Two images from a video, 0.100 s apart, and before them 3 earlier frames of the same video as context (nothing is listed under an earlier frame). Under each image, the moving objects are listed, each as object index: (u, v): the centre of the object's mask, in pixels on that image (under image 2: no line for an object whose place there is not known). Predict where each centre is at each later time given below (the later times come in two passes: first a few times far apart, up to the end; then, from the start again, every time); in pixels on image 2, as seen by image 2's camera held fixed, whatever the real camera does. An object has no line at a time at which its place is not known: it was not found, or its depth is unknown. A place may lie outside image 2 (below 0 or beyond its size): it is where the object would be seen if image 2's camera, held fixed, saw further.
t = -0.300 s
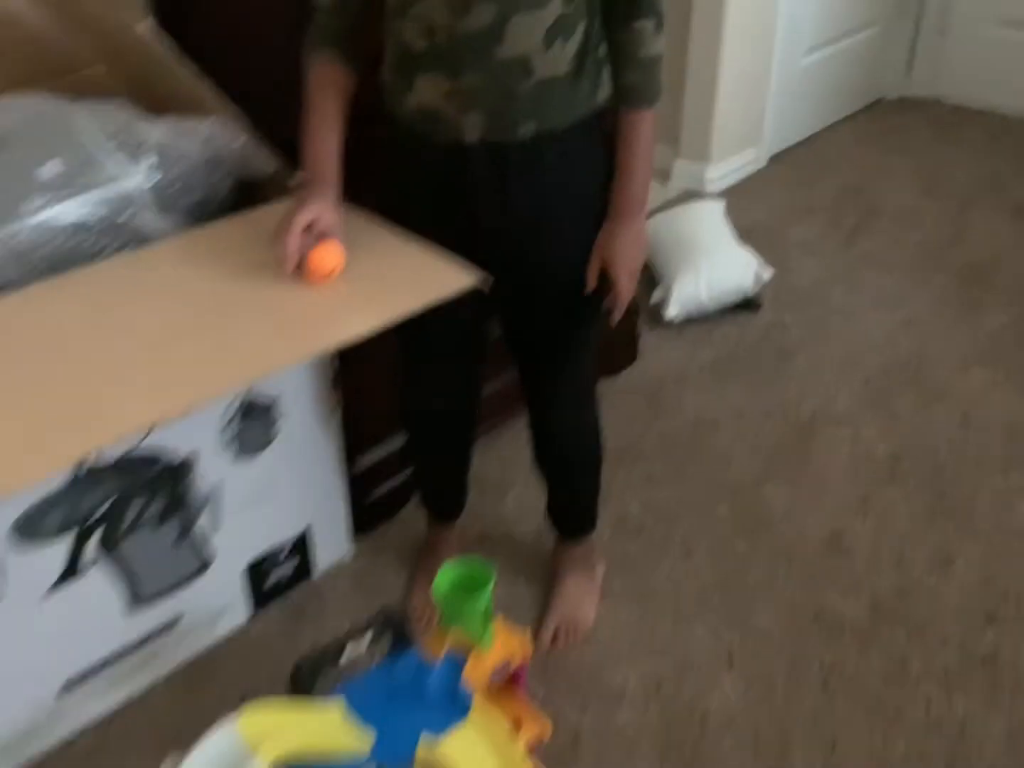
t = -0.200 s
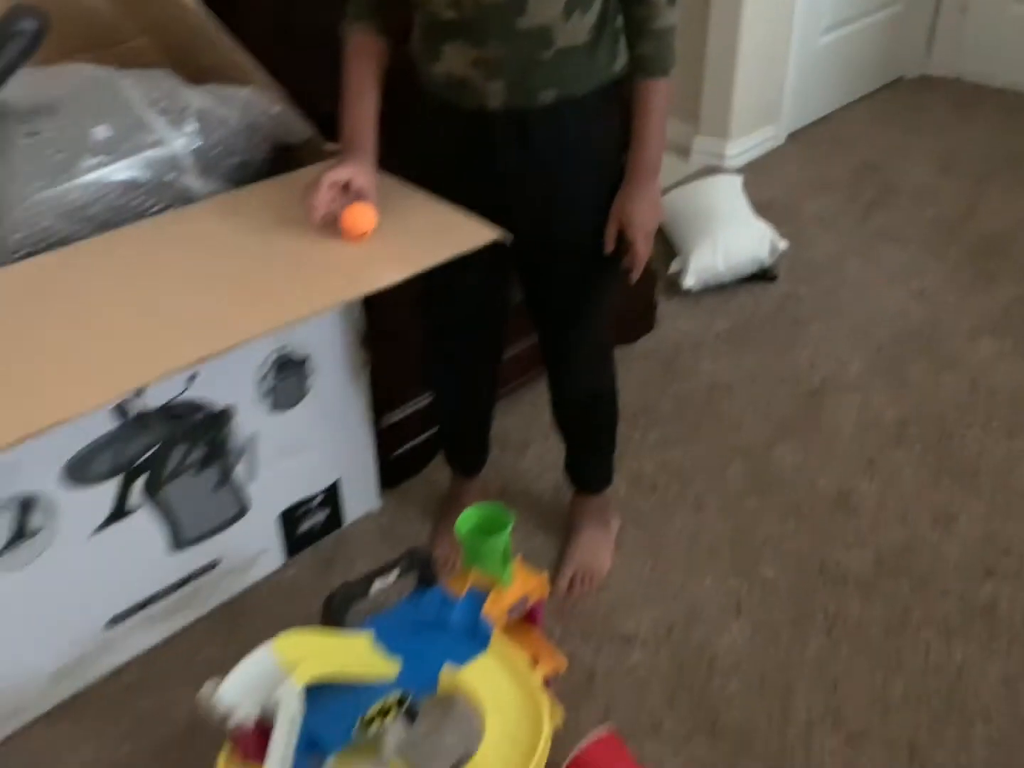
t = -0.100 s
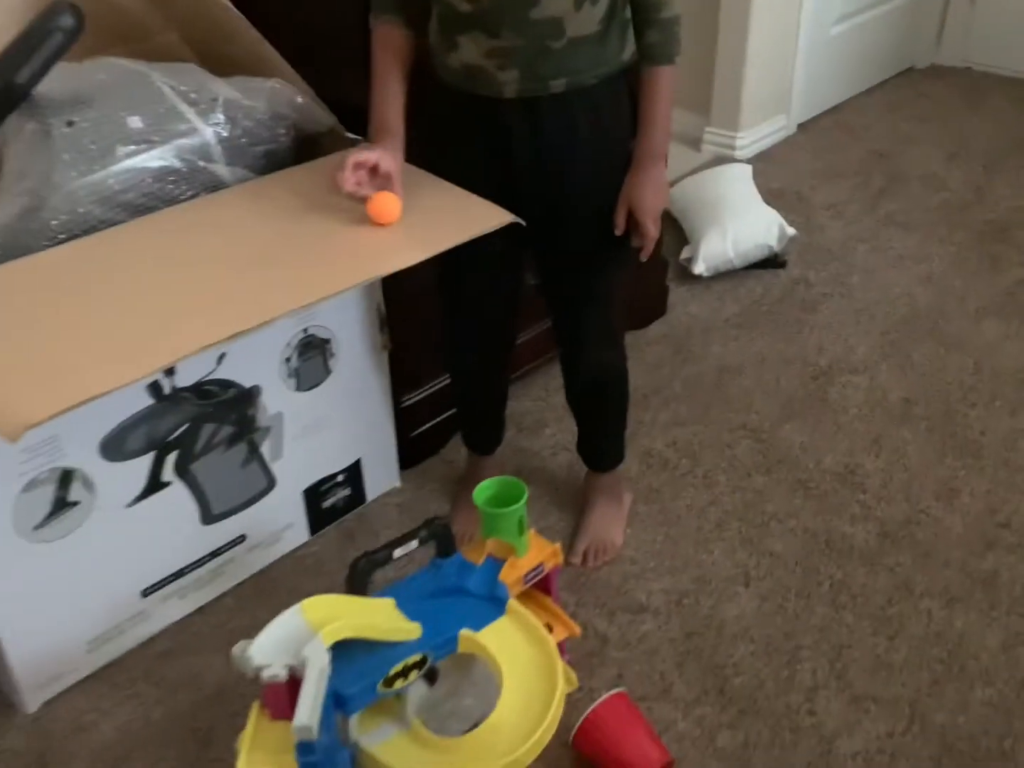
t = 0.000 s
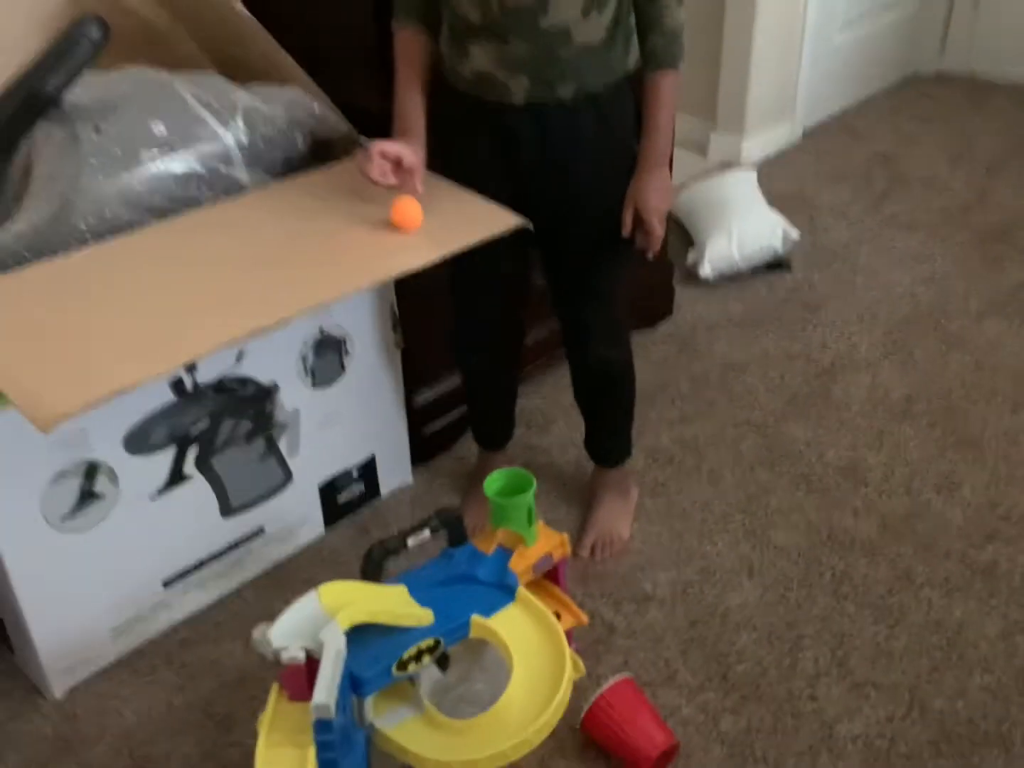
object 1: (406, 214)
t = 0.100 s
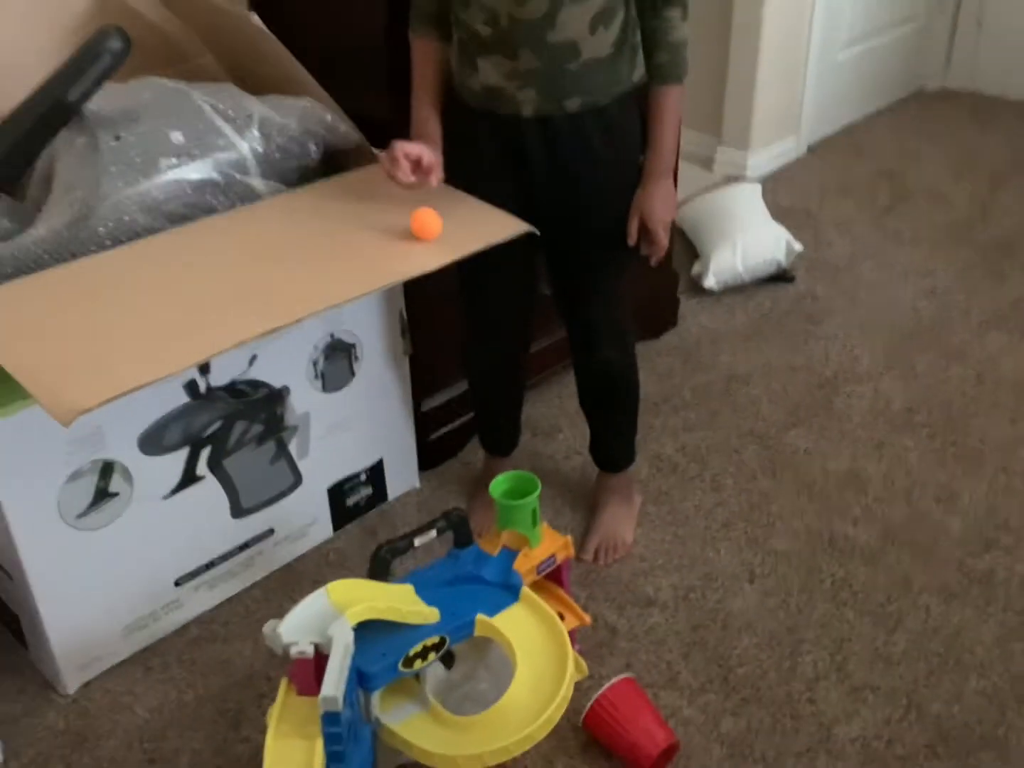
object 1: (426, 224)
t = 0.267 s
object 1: (444, 235)
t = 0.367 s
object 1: (459, 245)
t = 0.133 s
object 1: (429, 225)
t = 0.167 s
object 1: (433, 227)
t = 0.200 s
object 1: (437, 229)
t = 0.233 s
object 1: (441, 231)
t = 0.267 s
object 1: (444, 235)
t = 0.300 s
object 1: (448, 238)
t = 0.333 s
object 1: (453, 241)
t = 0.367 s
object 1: (459, 245)
